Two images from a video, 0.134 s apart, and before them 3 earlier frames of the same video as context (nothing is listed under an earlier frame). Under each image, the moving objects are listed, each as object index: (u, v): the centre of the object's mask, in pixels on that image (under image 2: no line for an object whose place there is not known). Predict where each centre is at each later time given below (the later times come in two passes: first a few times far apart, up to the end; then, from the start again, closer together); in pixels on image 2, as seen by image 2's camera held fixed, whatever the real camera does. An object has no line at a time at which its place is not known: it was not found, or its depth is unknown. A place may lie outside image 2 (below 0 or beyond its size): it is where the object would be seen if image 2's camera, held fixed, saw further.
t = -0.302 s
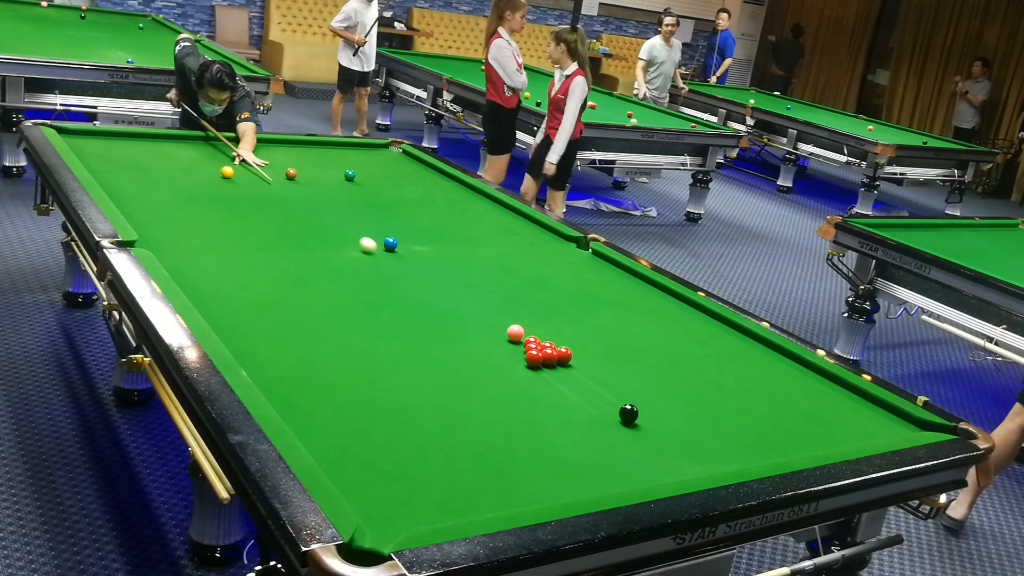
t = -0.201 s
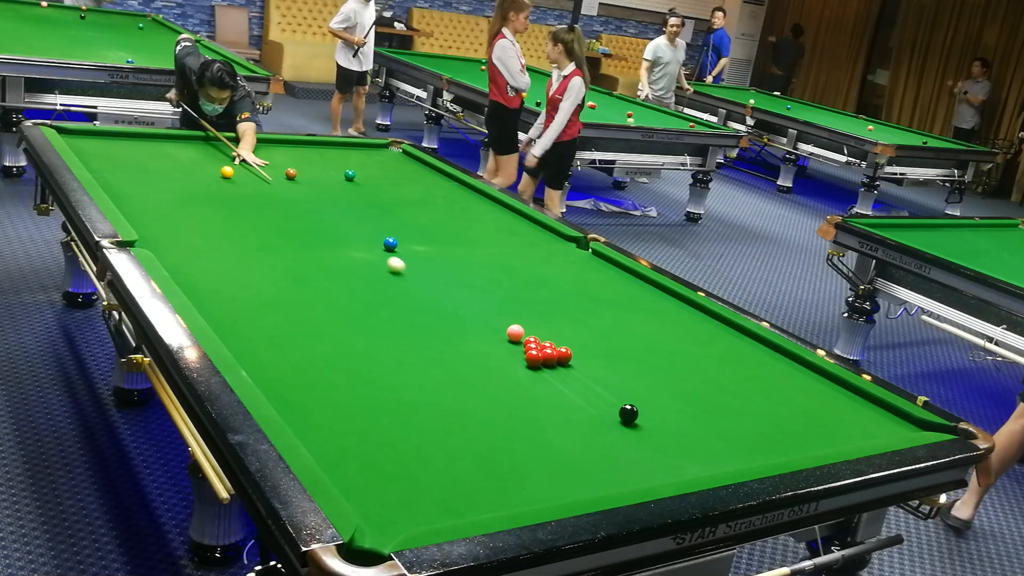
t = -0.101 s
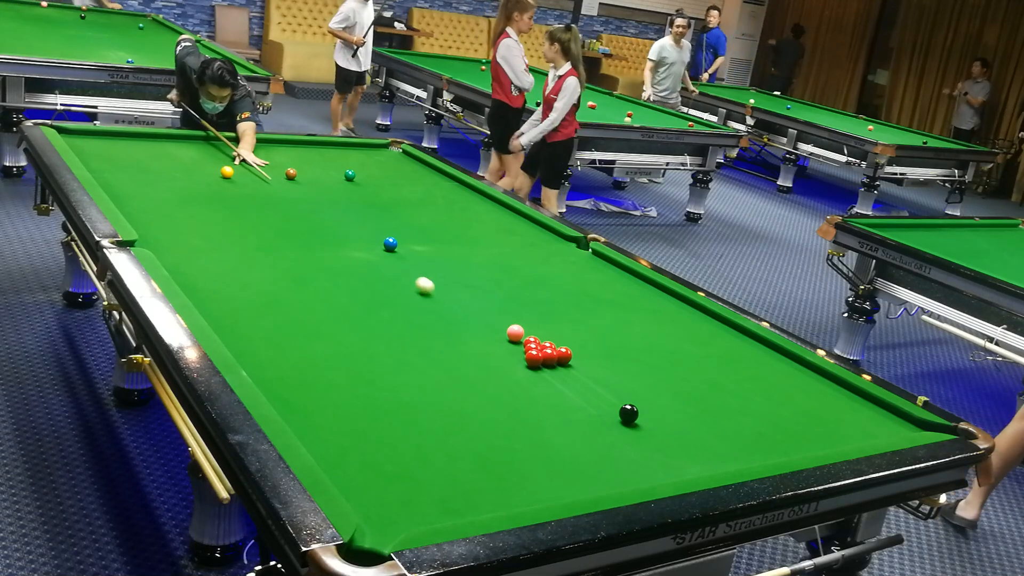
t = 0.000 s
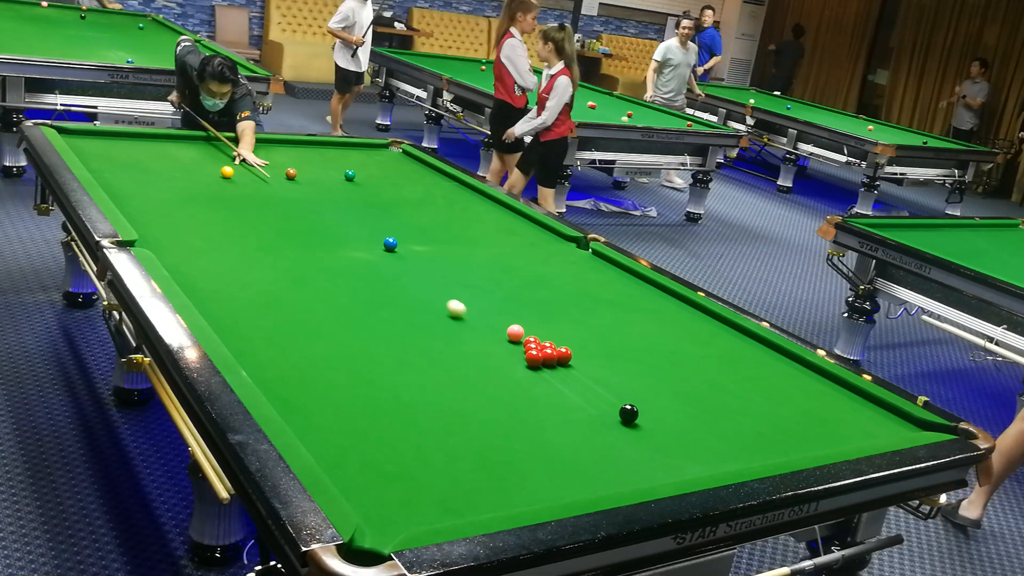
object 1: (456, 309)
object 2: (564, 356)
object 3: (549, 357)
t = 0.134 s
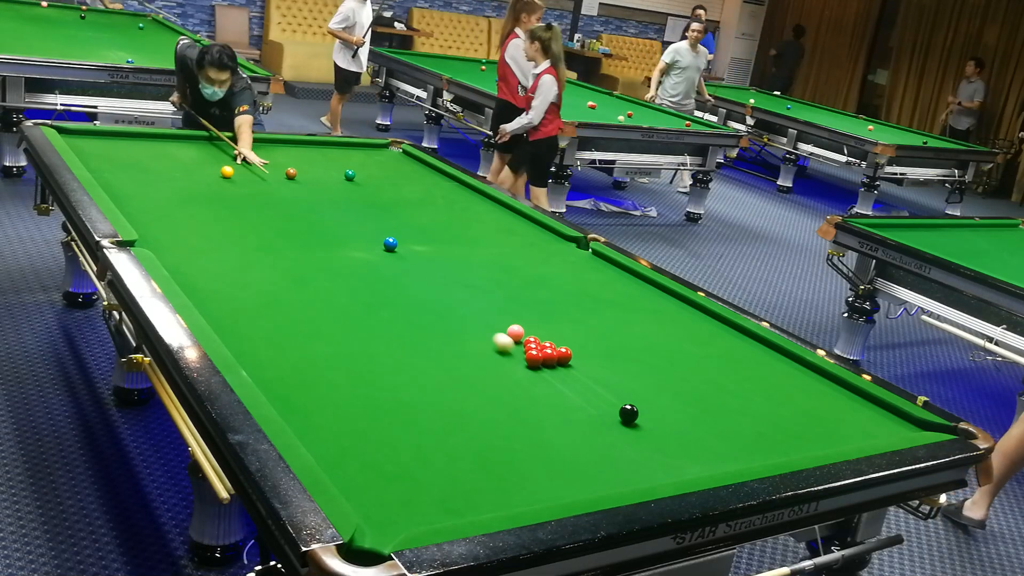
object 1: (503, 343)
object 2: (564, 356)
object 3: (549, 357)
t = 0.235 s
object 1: (510, 364)
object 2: (577, 354)
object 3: (553, 356)
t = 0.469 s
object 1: (504, 411)
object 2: (616, 350)
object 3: (561, 363)
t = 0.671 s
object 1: (503, 463)
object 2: (646, 348)
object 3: (568, 367)
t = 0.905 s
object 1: (445, 500)
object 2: (678, 345)
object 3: (575, 371)
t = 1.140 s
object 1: (353, 469)
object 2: (707, 342)
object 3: (580, 374)
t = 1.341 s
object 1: (381, 429)
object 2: (729, 341)
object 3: (583, 375)
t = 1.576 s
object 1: (406, 390)
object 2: (754, 338)
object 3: (586, 377)
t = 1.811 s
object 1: (426, 358)
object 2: (742, 339)
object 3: (588, 377)
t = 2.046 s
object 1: (442, 332)
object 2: (727, 340)
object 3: (588, 377)
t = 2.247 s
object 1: (454, 312)
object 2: (715, 341)
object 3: (588, 377)
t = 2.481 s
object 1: (466, 293)
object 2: (702, 343)
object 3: (588, 377)
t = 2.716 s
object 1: (477, 277)
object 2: (691, 344)
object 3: (588, 377)
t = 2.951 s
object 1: (485, 262)
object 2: (681, 345)
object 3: (587, 377)
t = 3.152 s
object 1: (492, 251)
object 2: (673, 346)
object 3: (588, 377)
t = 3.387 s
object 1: (498, 240)
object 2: (665, 346)
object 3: (588, 377)
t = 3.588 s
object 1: (503, 231)
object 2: (660, 347)
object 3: (588, 377)
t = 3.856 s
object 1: (509, 221)
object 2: (655, 348)
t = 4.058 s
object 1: (513, 214)
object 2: (652, 348)
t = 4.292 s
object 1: (503, 208)
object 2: (650, 348)
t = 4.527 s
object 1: (485, 203)
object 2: (650, 348)
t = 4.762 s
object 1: (467, 198)
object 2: (650, 348)
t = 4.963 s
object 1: (453, 195)
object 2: (650, 348)
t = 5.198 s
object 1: (439, 191)
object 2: (650, 348)
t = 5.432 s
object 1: (426, 187)
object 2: (650, 348)
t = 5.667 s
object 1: (414, 184)
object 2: (650, 348)
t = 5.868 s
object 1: (405, 182)
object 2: (650, 348)
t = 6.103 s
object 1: (395, 179)
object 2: (650, 347)
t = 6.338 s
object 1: (387, 177)
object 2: (650, 348)
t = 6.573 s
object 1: (380, 175)
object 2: (650, 348)
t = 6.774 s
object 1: (375, 174)
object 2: (650, 348)
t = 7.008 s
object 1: (371, 173)
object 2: (650, 348)
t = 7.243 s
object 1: (367, 172)
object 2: (650, 348)
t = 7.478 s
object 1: (365, 172)
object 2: (650, 348)
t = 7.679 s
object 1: (364, 171)
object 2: (650, 348)
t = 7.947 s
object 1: (364, 171)
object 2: (650, 348)
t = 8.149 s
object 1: (364, 171)
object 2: (650, 348)
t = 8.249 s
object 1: (364, 171)
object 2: (650, 348)
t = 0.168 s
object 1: (515, 352)
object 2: (564, 355)
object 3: (549, 357)
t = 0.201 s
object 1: (513, 358)
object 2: (570, 354)
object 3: (552, 357)
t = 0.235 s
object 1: (510, 364)
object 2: (577, 354)
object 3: (553, 356)
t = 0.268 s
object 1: (508, 369)
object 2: (583, 353)
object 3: (554, 357)
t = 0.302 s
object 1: (506, 375)
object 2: (589, 353)
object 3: (555, 359)
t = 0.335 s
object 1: (505, 382)
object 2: (594, 352)
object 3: (556, 360)
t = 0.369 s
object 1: (505, 389)
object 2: (600, 352)
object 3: (557, 361)
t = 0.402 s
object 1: (505, 396)
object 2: (605, 351)
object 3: (559, 362)
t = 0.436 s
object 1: (504, 403)
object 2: (610, 351)
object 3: (560, 363)
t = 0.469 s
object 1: (504, 411)
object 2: (616, 350)
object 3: (561, 363)
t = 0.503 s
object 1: (504, 420)
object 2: (621, 350)
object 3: (563, 364)
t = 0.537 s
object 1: (504, 427)
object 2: (626, 349)
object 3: (564, 365)
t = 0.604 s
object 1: (503, 445)
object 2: (636, 349)
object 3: (566, 366)
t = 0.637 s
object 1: (503, 454)
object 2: (641, 348)
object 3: (567, 367)
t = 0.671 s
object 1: (503, 463)
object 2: (646, 348)
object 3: (568, 367)
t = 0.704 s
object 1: (502, 473)
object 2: (650, 347)
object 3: (569, 368)
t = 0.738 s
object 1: (502, 484)
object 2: (655, 347)
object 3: (570, 368)
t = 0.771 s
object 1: (502, 494)
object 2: (660, 346)
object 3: (571, 369)
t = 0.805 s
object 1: (501, 502)
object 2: (664, 346)
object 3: (572, 369)
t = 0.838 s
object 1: (489, 505)
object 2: (669, 346)
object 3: (573, 370)
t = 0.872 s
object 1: (467, 503)
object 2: (673, 345)
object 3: (574, 370)
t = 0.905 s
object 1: (445, 500)
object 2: (678, 345)
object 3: (575, 371)
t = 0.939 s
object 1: (424, 496)
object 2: (682, 345)
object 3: (576, 371)
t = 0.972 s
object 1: (405, 493)
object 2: (686, 344)
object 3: (576, 372)
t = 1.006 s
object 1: (385, 490)
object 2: (690, 344)
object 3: (577, 372)
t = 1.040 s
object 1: (365, 487)
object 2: (695, 344)
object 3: (578, 373)
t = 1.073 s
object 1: (346, 483)
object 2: (699, 343)
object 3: (579, 373)
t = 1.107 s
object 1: (347, 478)
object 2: (703, 343)
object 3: (579, 373)
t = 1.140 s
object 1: (353, 469)
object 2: (707, 342)
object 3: (580, 374)
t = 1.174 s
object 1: (359, 462)
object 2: (711, 342)
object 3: (581, 374)
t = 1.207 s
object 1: (364, 455)
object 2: (714, 342)
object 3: (581, 374)
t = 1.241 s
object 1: (368, 448)
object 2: (718, 342)
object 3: (582, 375)
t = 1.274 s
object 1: (373, 441)
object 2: (722, 341)
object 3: (582, 375)
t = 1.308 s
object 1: (377, 435)
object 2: (726, 341)
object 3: (583, 375)
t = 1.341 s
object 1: (381, 429)
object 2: (729, 341)
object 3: (583, 375)
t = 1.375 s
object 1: (385, 423)
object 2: (733, 340)
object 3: (583, 375)
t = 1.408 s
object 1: (388, 417)
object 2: (736, 340)
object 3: (584, 376)
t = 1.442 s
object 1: (392, 411)
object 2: (740, 340)
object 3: (585, 376)
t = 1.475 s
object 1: (396, 406)
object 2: (744, 339)
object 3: (585, 376)
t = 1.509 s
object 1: (399, 400)
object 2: (747, 339)
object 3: (585, 376)
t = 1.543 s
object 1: (403, 395)
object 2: (751, 339)
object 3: (586, 376)
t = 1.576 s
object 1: (406, 390)
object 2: (754, 338)
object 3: (586, 377)
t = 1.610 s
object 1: (409, 385)
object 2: (756, 338)
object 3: (586, 377)
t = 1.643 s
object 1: (412, 381)
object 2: (754, 339)
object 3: (587, 377)
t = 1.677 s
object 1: (415, 376)
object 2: (751, 339)
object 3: (587, 377)
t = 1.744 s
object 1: (421, 367)
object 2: (747, 339)
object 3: (587, 377)
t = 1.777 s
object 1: (423, 362)
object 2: (744, 339)
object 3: (587, 377)
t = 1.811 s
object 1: (426, 358)
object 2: (742, 339)
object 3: (588, 377)
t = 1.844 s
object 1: (429, 354)
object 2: (740, 340)
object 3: (588, 377)
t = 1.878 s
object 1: (431, 350)
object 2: (738, 340)
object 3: (588, 377)
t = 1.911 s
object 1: (433, 346)
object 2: (736, 340)
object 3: (588, 377)
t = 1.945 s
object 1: (436, 342)
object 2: (733, 340)
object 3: (588, 377)
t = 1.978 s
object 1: (438, 339)
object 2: (731, 340)
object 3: (588, 377)
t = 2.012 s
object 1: (440, 335)
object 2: (729, 340)
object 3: (588, 377)
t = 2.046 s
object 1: (442, 332)
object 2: (727, 340)
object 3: (588, 377)
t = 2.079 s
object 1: (445, 328)
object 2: (725, 340)
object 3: (588, 377)
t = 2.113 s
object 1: (447, 325)
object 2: (723, 340)
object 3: (588, 376)
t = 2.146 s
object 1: (449, 322)
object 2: (721, 341)
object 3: (588, 377)
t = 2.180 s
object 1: (451, 319)
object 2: (719, 341)
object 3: (588, 377)
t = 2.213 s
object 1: (452, 315)
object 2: (717, 341)
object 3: (588, 377)
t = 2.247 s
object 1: (454, 312)
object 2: (715, 341)
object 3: (588, 377)
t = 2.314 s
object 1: (458, 306)
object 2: (711, 341)
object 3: (588, 377)
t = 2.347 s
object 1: (460, 304)
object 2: (709, 342)
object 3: (588, 377)
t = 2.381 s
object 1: (461, 301)
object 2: (708, 342)
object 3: (588, 377)
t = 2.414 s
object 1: (463, 298)
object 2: (706, 342)
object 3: (588, 377)
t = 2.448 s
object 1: (465, 296)
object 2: (704, 343)
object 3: (588, 377)
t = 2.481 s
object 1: (466, 293)
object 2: (702, 343)
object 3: (588, 377)
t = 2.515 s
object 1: (468, 291)
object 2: (701, 343)
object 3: (588, 377)
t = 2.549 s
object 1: (469, 288)
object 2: (699, 343)
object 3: (588, 377)
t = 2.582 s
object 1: (471, 286)
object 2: (697, 343)
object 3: (588, 377)
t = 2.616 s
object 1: (472, 283)
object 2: (696, 344)
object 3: (588, 377)
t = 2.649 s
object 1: (474, 281)
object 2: (694, 343)
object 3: (588, 377)
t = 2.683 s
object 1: (475, 279)
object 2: (692, 344)
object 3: (588, 377)
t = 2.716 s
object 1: (477, 277)
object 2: (691, 344)
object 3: (588, 377)
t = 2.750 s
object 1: (478, 274)
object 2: (689, 344)
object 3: (588, 377)
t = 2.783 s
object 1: (479, 272)
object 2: (688, 344)
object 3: (588, 377)
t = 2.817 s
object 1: (480, 270)
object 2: (686, 344)
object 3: (587, 377)
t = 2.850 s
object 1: (482, 268)
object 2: (685, 345)
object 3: (587, 377)
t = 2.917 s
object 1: (484, 264)
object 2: (682, 345)
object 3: (587, 377)
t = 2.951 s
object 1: (485, 262)
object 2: (681, 345)
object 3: (587, 377)
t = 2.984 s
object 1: (486, 260)
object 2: (679, 345)
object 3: (588, 377)
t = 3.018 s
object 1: (487, 258)
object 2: (678, 345)
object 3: (588, 377)
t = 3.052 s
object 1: (489, 256)
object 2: (677, 345)
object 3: (588, 377)
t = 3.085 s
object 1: (490, 255)
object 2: (675, 345)
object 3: (588, 377)
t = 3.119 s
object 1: (491, 253)
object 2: (674, 346)
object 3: (588, 377)
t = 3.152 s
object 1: (492, 251)
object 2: (673, 346)
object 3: (588, 377)
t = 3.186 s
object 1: (493, 249)
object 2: (672, 346)
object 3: (588, 377)
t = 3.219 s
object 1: (494, 248)
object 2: (671, 346)
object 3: (588, 377)
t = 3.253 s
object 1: (495, 246)
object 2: (670, 346)
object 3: (588, 377)
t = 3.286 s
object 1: (496, 244)
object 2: (669, 346)
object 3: (588, 377)
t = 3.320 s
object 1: (497, 243)
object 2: (667, 346)
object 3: (588, 377)
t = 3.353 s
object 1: (497, 241)
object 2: (666, 346)
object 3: (588, 377)
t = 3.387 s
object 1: (498, 240)
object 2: (665, 346)
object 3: (588, 377)
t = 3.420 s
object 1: (499, 238)
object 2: (665, 347)
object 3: (588, 377)
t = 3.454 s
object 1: (500, 237)
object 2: (664, 347)
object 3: (588, 377)
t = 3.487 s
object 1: (501, 235)
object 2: (663, 347)
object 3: (588, 377)
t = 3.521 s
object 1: (502, 234)
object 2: (662, 347)
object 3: (588, 377)
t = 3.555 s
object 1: (503, 232)
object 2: (661, 347)
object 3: (588, 377)
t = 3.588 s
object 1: (503, 231)
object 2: (660, 347)
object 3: (588, 377)
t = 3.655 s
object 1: (505, 228)
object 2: (659, 347)
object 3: (588, 377)
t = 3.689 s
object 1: (506, 227)
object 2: (658, 347)
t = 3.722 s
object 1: (506, 225)
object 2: (657, 347)
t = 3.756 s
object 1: (507, 224)
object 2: (657, 347)
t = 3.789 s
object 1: (508, 223)
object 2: (656, 347)
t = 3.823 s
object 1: (509, 222)
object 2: (656, 347)
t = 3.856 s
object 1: (509, 221)
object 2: (655, 348)
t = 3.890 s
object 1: (510, 219)
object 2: (654, 348)
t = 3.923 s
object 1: (511, 218)
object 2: (654, 348)
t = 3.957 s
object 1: (511, 217)
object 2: (653, 348)
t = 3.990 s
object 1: (512, 216)
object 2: (653, 348)
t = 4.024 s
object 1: (513, 215)
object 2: (653, 348)
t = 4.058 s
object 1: (513, 214)
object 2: (652, 348)
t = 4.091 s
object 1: (514, 213)
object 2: (652, 348)
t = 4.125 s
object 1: (515, 212)
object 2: (652, 348)
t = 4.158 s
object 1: (515, 210)
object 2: (651, 348)
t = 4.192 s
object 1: (512, 210)
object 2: (651, 348)
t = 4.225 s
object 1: (509, 209)
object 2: (651, 348)
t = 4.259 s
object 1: (506, 208)
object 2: (651, 348)
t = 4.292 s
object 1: (503, 208)
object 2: (650, 348)
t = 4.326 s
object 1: (501, 207)
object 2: (650, 348)
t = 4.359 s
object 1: (498, 206)
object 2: (650, 348)
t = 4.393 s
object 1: (495, 205)
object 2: (650, 348)
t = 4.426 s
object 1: (492, 205)
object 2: (650, 348)
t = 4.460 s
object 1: (490, 204)
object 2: (650, 348)
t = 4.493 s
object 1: (487, 203)
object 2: (650, 348)
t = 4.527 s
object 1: (485, 203)
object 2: (650, 348)
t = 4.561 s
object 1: (482, 202)
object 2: (650, 348)
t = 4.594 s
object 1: (479, 201)
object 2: (650, 348)
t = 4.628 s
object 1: (477, 201)
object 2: (650, 348)
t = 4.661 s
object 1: (474, 200)
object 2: (650, 348)
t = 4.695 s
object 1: (472, 199)
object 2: (650, 348)
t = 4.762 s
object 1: (467, 198)
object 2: (650, 348)
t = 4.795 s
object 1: (465, 198)
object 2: (650, 348)
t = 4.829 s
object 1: (462, 197)
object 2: (650, 348)
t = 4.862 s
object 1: (460, 196)
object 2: (650, 348)
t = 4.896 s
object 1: (458, 196)
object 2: (650, 348)
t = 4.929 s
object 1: (456, 195)
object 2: (650, 348)
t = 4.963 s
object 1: (453, 195)
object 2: (650, 348)
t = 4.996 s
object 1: (451, 194)
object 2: (650, 348)
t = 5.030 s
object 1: (449, 194)
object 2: (650, 348)
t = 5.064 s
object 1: (447, 193)
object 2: (650, 348)
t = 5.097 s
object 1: (445, 193)
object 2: (650, 348)
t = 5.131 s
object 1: (443, 192)
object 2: (650, 348)
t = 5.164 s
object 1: (441, 191)
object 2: (650, 348)
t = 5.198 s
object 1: (439, 191)
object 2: (650, 348)
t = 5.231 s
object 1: (437, 190)
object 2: (650, 348)
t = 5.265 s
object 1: (435, 190)
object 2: (650, 348)
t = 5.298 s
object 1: (433, 189)
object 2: (650, 348)
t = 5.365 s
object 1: (429, 188)
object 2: (650, 348)
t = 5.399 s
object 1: (428, 188)
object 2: (650, 348)
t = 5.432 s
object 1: (426, 187)
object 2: (650, 348)
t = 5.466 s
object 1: (424, 187)
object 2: (650, 348)
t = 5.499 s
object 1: (422, 186)
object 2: (650, 348)
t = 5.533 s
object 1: (421, 186)
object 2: (650, 348)
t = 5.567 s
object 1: (419, 186)
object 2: (650, 348)
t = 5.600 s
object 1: (417, 185)
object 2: (650, 348)
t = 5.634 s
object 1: (416, 185)
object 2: (650, 348)
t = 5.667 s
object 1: (414, 184)
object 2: (650, 348)
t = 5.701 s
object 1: (412, 184)
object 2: (650, 348)
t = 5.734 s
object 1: (411, 183)
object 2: (650, 348)
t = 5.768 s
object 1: (409, 183)
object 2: (650, 348)
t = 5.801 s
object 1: (408, 183)
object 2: (650, 348)
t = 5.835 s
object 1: (406, 182)
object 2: (650, 348)
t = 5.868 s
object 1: (405, 182)
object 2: (650, 348)
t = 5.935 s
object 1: (402, 181)
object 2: (650, 348)
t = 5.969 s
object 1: (401, 181)
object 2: (650, 348)
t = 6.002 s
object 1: (399, 181)
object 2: (650, 348)
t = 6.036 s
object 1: (398, 180)
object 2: (650, 348)
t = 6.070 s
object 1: (397, 180)
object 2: (650, 348)
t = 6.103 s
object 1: (395, 179)
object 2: (650, 347)
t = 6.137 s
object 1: (394, 179)
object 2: (650, 348)
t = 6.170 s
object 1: (393, 179)
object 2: (650, 348)
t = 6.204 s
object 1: (392, 178)
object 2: (650, 348)
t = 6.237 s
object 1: (391, 178)
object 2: (650, 348)
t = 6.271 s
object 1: (389, 178)
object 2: (650, 348)
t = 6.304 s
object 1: (388, 178)
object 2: (650, 348)
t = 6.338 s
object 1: (387, 177)
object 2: (650, 348)
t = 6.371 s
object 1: (386, 177)
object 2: (650, 348)
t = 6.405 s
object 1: (385, 177)
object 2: (650, 348)
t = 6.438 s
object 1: (384, 177)
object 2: (650, 348)
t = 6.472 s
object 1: (383, 176)
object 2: (650, 348)
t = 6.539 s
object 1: (381, 176)
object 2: (650, 348)
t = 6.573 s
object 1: (380, 175)
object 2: (650, 348)
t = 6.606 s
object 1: (379, 175)
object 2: (650, 348)
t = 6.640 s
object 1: (378, 175)
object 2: (650, 348)
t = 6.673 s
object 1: (378, 175)
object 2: (650, 348)
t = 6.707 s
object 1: (377, 175)
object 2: (650, 348)
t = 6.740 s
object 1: (376, 174)
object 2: (650, 348)
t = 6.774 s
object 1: (375, 174)
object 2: (650, 348)
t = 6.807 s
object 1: (375, 174)
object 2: (650, 348)
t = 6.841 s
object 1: (374, 174)
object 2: (650, 348)
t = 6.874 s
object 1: (373, 173)
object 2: (650, 348)
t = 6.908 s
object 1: (372, 173)
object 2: (650, 348)
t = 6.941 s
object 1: (372, 173)
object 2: (650, 348)
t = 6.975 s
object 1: (371, 173)
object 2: (650, 348)
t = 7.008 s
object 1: (371, 173)
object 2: (650, 348)
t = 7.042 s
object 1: (370, 173)
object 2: (650, 348)
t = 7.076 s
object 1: (370, 173)
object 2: (650, 348)
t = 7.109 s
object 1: (369, 172)
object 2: (650, 348)
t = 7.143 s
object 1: (369, 172)
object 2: (650, 348)
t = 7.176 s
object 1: (368, 172)
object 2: (650, 348)
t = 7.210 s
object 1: (368, 172)
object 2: (650, 348)
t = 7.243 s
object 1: (367, 172)
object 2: (650, 348)
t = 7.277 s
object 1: (367, 172)
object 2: (650, 348)
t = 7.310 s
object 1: (367, 172)
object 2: (650, 348)
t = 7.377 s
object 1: (366, 172)
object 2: (650, 348)
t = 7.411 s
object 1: (366, 172)
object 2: (650, 348)
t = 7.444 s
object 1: (365, 172)
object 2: (650, 348)
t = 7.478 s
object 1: (365, 172)
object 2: (650, 348)
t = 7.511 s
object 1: (365, 172)
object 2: (650, 348)
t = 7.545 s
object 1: (365, 172)
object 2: (650, 348)
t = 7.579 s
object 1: (364, 171)
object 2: (650, 348)
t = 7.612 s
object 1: (364, 172)
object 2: (650, 348)
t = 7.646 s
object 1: (364, 171)
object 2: (650, 348)
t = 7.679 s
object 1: (364, 171)
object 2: (650, 348)
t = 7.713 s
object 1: (364, 171)
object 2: (650, 348)
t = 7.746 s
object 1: (364, 171)
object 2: (650, 348)
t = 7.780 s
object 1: (364, 171)
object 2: (650, 348)
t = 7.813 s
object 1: (364, 171)
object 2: (650, 348)
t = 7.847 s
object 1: (364, 171)
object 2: (650, 348)
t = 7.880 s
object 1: (364, 171)
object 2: (650, 348)
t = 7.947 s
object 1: (364, 171)
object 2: (650, 348)
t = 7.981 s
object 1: (364, 171)
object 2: (650, 348)
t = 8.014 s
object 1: (364, 171)
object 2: (650, 348)
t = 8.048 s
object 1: (364, 171)
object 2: (650, 348)
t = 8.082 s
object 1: (364, 171)
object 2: (650, 348)
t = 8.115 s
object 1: (364, 171)
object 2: (650, 348)
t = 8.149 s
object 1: (364, 171)
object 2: (650, 348)
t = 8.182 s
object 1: (364, 171)
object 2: (650, 348)
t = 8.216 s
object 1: (364, 171)
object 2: (650, 348)
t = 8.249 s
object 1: (364, 171)
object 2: (650, 348)
